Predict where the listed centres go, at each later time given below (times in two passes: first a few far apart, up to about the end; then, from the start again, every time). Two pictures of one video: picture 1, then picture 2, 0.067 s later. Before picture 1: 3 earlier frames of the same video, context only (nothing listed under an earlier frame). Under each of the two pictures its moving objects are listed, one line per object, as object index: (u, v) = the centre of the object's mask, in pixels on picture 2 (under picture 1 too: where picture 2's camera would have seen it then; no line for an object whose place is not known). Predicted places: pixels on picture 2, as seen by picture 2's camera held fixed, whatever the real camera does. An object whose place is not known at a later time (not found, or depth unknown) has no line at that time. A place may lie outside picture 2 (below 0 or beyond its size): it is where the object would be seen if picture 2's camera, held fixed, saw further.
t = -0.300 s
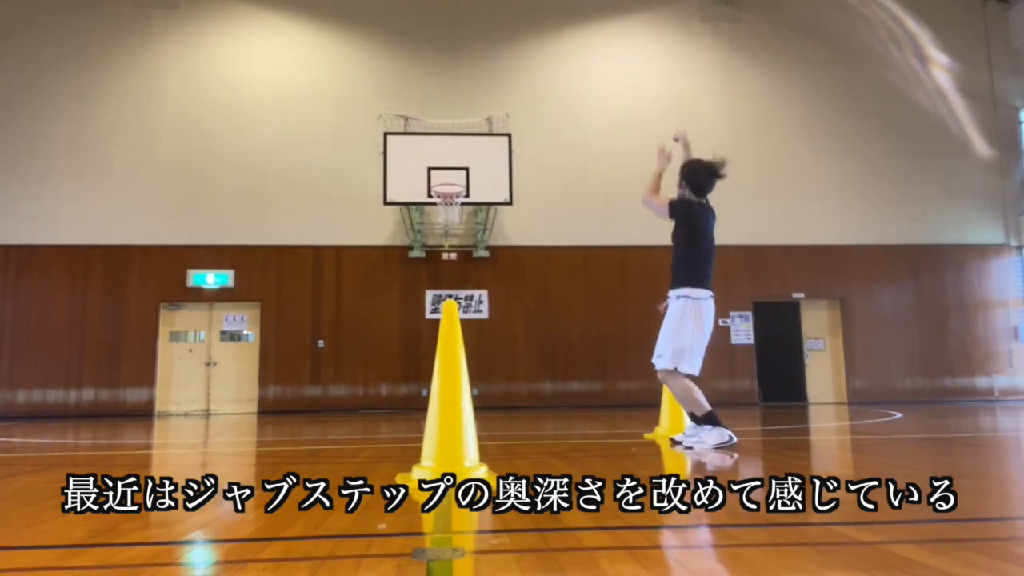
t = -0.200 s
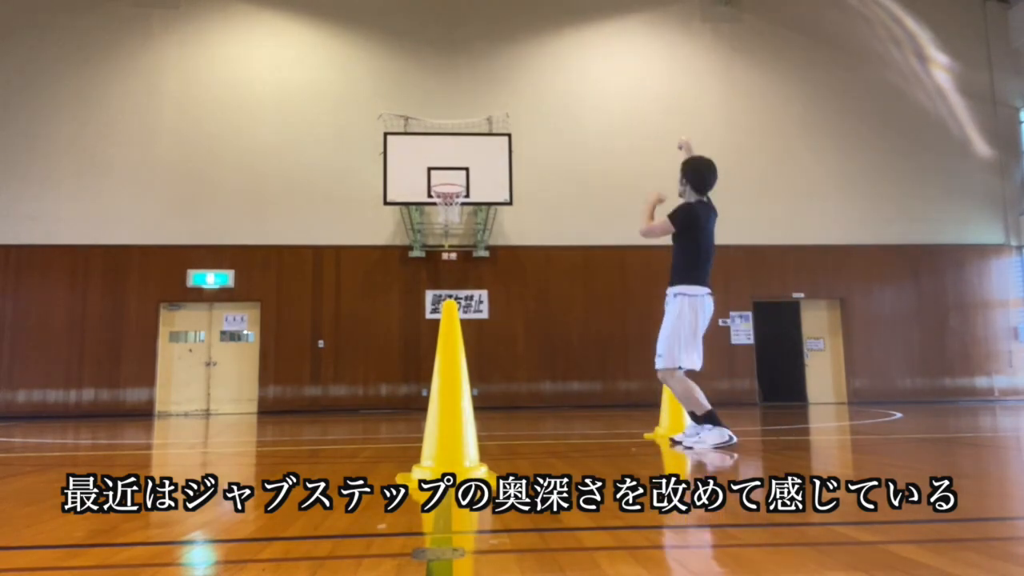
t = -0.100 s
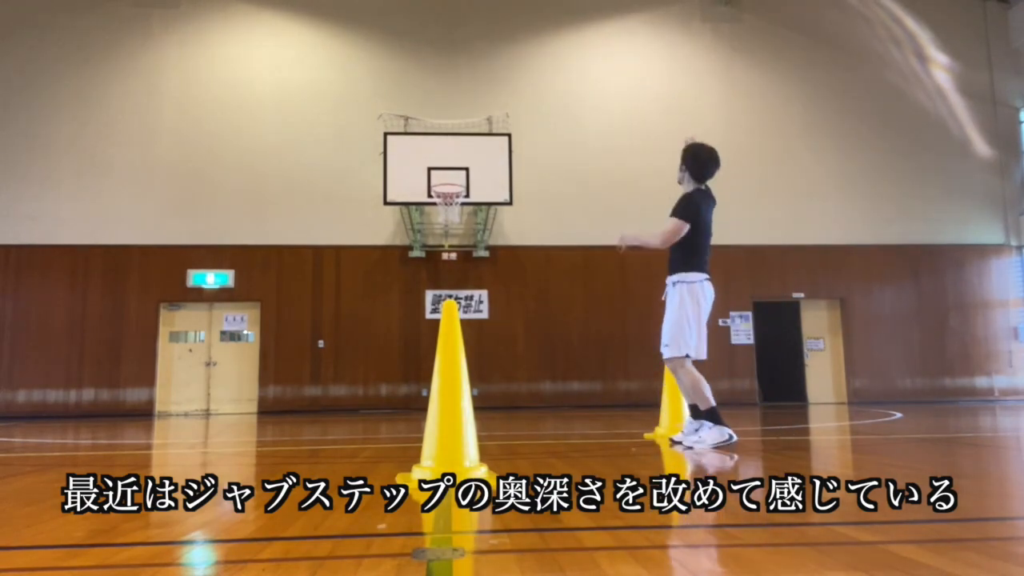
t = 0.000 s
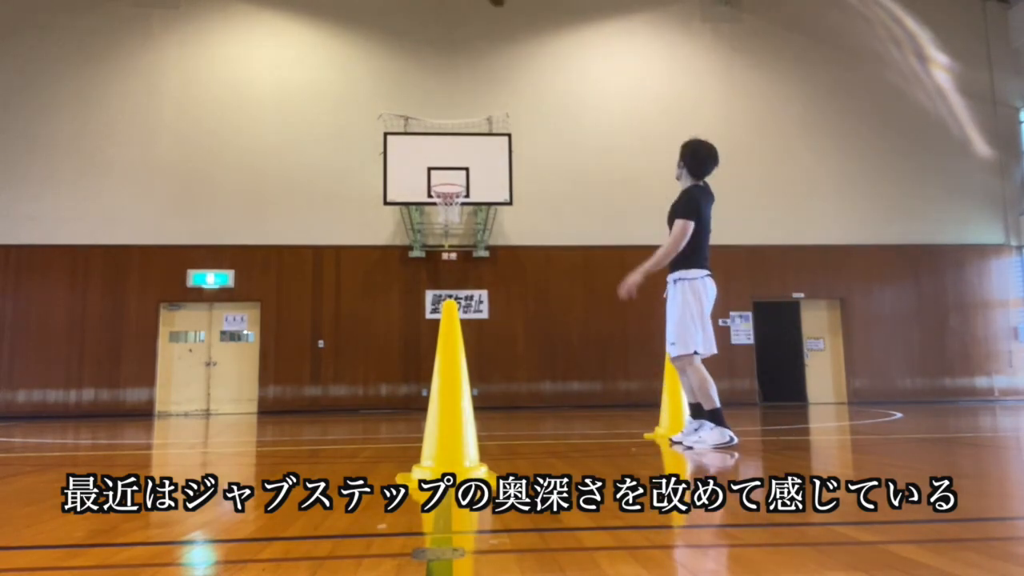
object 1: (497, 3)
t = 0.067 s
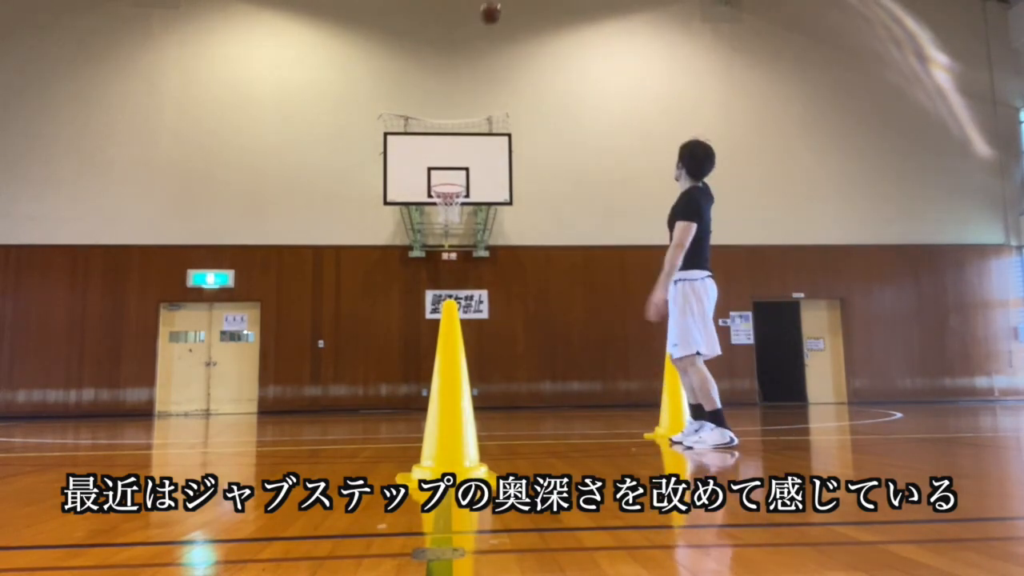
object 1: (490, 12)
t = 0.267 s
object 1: (469, 80)
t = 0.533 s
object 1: (448, 194)
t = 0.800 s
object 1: (437, 259)
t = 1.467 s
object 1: (434, 313)
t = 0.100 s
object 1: (486, 23)
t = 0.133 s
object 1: (483, 33)
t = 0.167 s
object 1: (479, 44)
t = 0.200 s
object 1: (476, 56)
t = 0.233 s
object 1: (472, 68)
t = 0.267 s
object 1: (469, 80)
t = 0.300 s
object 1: (466, 93)
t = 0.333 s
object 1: (463, 106)
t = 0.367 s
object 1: (460, 120)
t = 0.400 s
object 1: (457, 134)
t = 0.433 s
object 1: (455, 149)
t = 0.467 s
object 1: (452, 163)
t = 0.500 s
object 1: (450, 178)
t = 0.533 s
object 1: (448, 194)
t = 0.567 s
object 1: (447, 203)
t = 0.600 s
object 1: (444, 213)
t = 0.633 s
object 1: (444, 220)
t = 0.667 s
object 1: (442, 227)
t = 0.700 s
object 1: (441, 234)
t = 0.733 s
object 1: (441, 241)
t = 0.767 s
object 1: (440, 251)
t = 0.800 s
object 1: (437, 259)
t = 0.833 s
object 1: (437, 269)
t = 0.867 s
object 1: (436, 280)
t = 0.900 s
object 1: (434, 292)
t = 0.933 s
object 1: (434, 304)
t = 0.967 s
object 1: (432, 315)
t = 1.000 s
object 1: (431, 327)
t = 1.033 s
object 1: (429, 343)
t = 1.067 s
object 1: (428, 357)
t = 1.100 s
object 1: (426, 373)
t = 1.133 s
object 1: (425, 389)
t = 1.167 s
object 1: (423, 406)
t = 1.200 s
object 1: (424, 396)
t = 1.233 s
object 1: (425, 385)
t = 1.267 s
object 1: (427, 370)
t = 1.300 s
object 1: (428, 358)
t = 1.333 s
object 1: (429, 348)
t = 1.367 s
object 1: (430, 338)
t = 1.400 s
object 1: (431, 330)
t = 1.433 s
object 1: (433, 321)
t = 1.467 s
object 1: (434, 313)
